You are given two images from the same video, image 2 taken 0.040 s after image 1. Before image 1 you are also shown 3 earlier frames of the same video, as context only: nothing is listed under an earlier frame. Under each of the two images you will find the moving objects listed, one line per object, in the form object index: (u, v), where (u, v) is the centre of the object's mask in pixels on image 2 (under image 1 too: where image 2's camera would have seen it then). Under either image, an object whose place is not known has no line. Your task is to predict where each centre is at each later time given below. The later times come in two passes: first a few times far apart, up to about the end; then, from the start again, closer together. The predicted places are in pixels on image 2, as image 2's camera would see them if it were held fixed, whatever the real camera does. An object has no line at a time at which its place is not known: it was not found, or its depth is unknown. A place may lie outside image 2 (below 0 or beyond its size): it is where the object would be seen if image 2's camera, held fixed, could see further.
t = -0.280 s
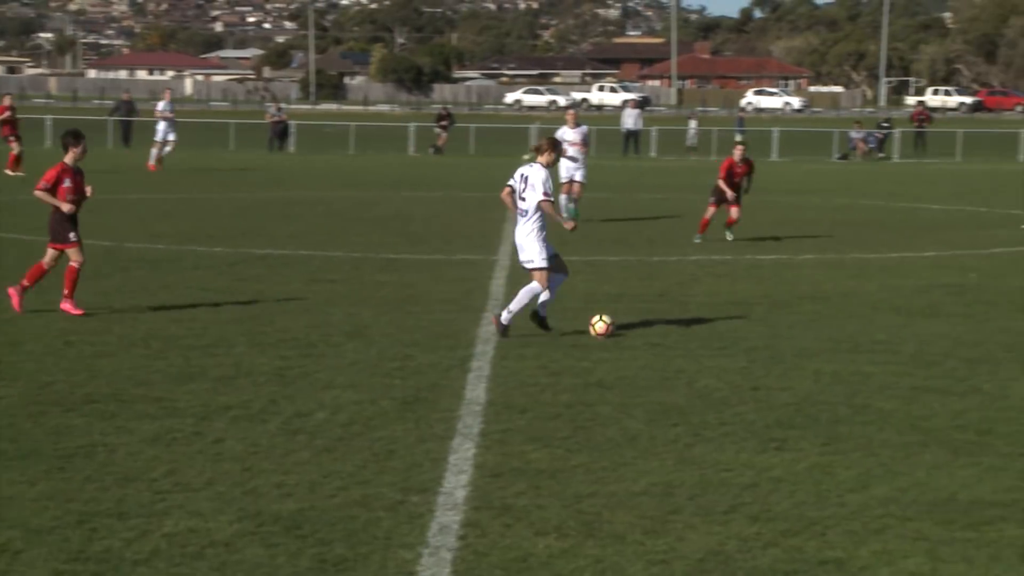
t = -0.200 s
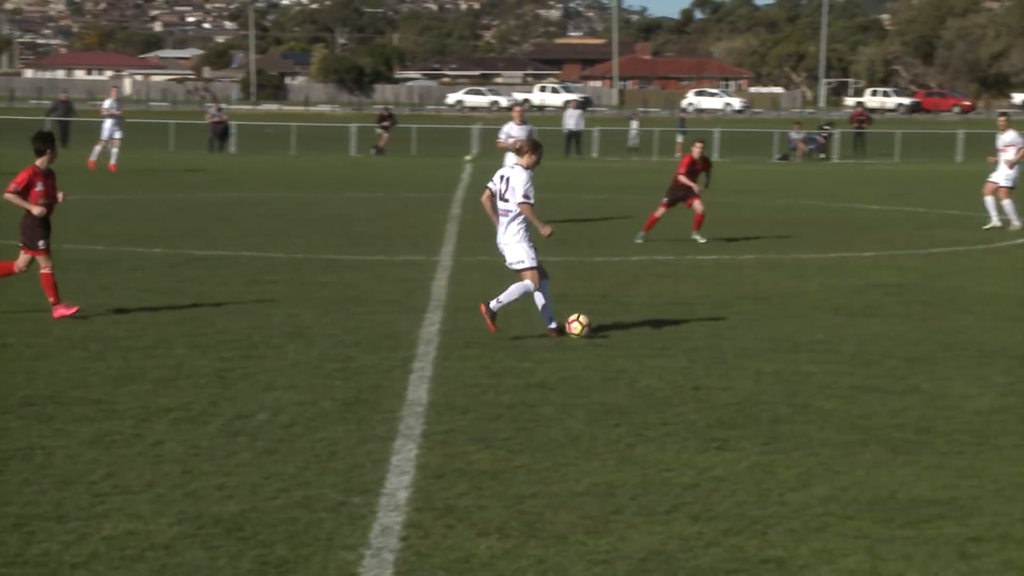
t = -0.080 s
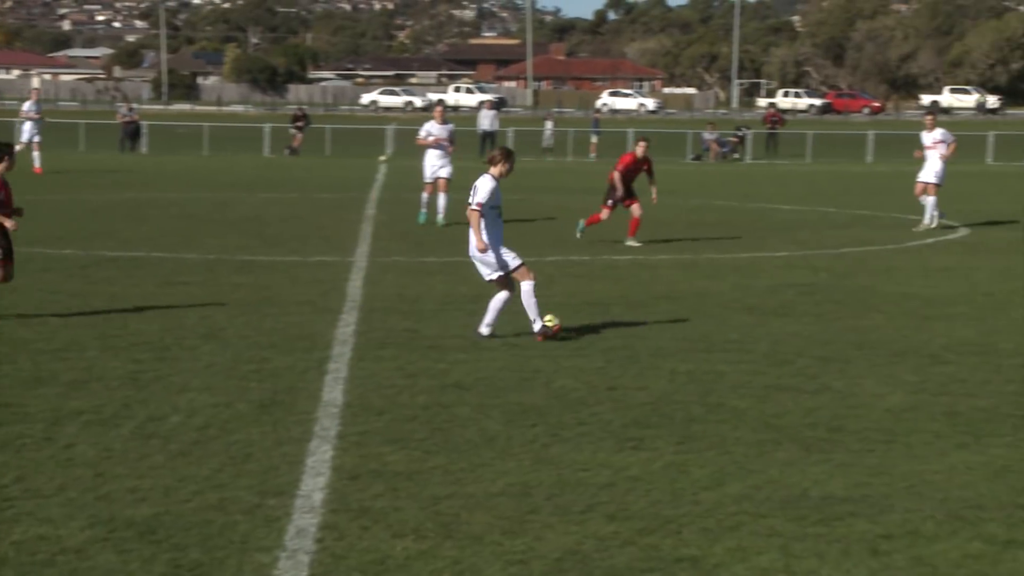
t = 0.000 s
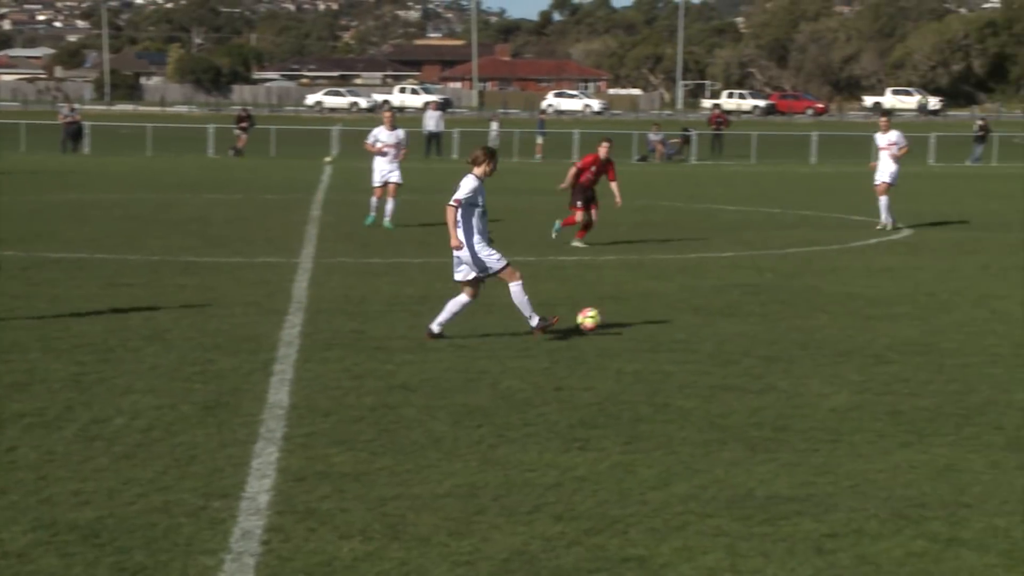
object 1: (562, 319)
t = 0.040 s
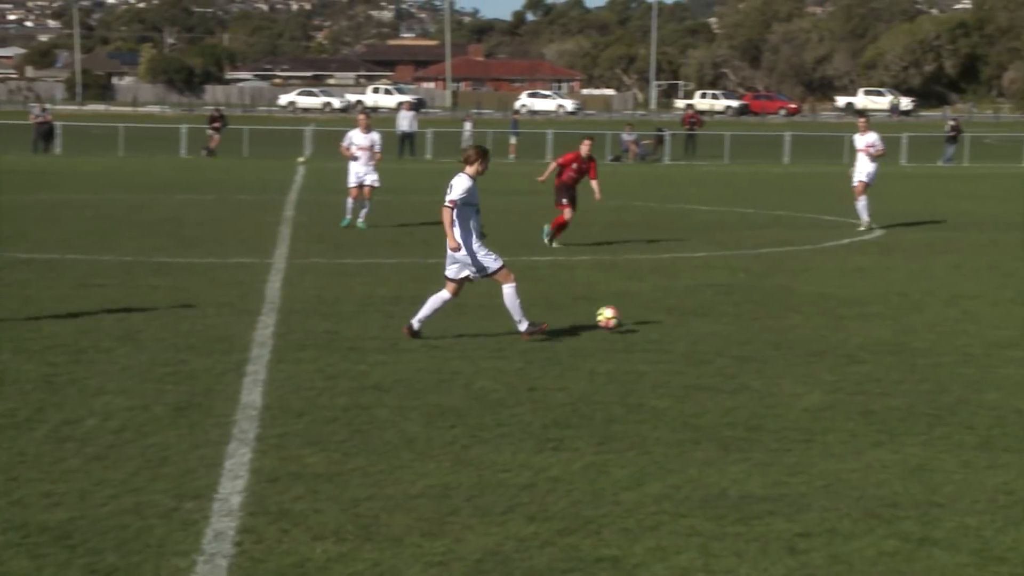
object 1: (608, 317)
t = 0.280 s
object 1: (827, 299)
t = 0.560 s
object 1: (1014, 281)
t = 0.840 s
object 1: (1165, 280)
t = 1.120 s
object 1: (1303, 256)
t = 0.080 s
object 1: (651, 317)
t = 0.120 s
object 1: (692, 316)
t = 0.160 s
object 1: (728, 310)
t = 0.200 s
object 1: (761, 305)
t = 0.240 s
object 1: (794, 301)
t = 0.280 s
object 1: (827, 299)
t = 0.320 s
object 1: (859, 300)
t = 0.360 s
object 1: (888, 299)
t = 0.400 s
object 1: (915, 295)
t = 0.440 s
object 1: (941, 293)
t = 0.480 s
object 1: (967, 291)
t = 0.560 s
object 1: (1014, 281)
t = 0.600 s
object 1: (1036, 276)
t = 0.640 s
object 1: (1058, 272)
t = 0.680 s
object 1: (1080, 271)
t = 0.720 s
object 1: (1101, 271)
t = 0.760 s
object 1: (1122, 272)
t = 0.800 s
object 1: (1143, 276)
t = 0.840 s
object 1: (1165, 280)
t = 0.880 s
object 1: (1184, 277)
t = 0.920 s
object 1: (1205, 269)
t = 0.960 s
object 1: (1224, 264)
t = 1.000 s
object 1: (1244, 259)
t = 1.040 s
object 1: (1264, 257)
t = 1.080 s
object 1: (1283, 256)
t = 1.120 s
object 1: (1303, 256)
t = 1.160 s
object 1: (1321, 259)
